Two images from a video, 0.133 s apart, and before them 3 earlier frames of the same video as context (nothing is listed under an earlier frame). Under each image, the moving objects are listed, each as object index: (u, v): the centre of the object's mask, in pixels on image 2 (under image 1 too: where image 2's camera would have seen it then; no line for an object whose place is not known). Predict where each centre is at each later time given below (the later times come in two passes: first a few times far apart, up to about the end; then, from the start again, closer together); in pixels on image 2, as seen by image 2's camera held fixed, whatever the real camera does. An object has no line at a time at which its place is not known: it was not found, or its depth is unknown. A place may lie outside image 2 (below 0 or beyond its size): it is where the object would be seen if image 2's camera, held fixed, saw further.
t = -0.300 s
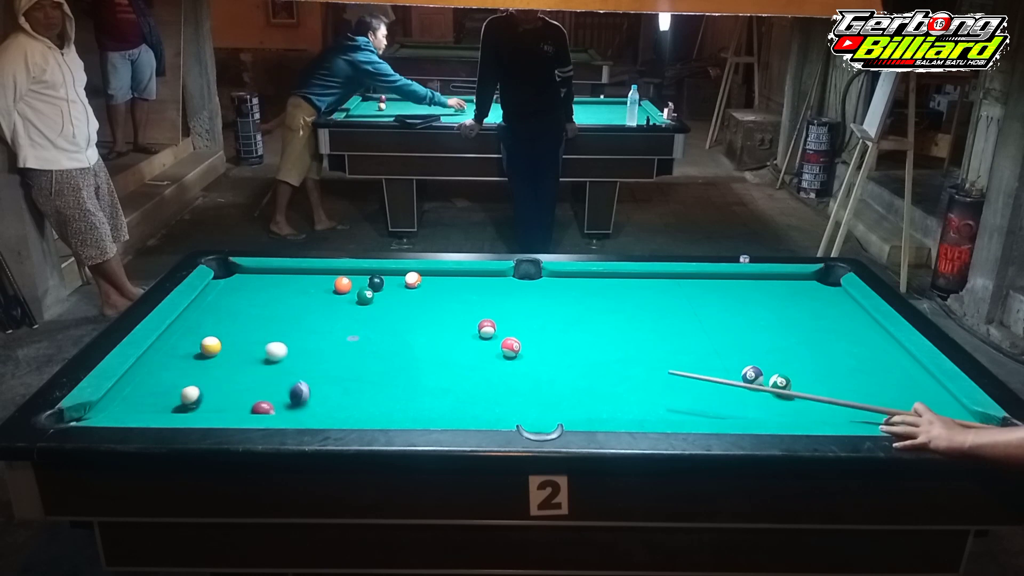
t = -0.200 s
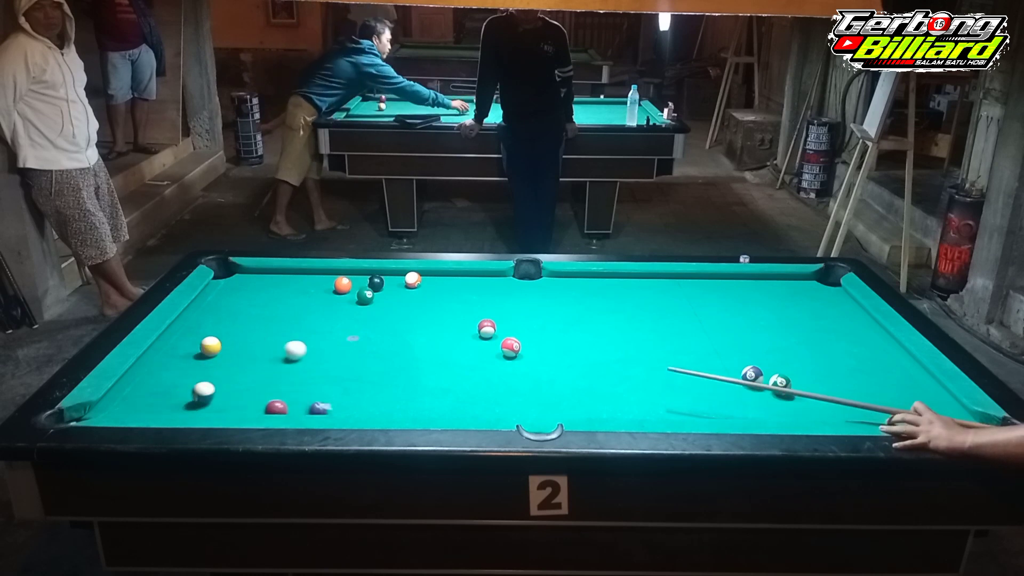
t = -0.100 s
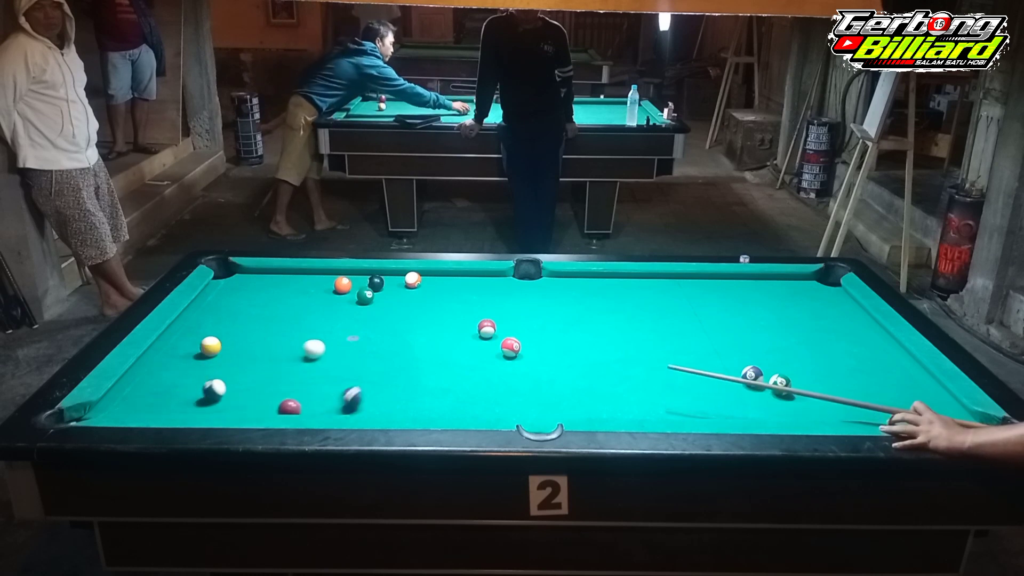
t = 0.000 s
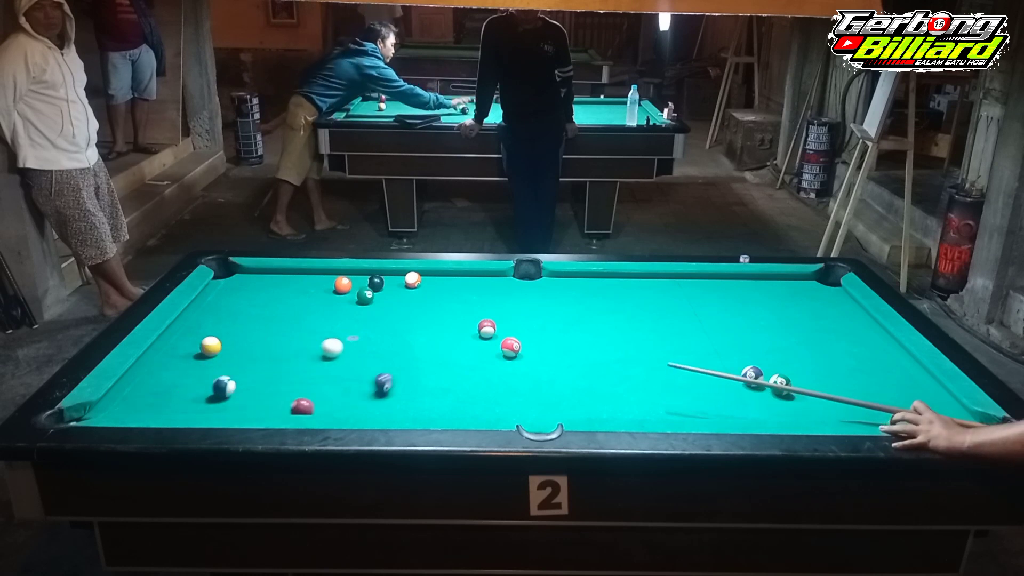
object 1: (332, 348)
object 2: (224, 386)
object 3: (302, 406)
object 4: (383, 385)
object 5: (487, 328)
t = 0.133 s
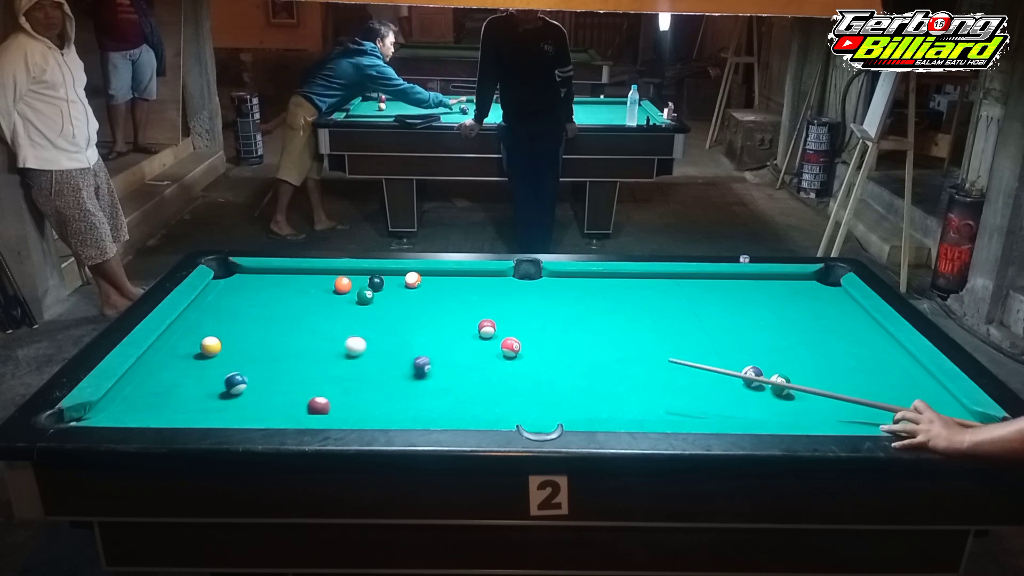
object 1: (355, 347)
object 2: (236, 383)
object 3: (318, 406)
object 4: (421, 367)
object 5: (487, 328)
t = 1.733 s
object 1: (553, 331)
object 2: (309, 361)
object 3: (436, 392)
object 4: (679, 315)
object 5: (533, 273)
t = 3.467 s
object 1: (632, 325)
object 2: (309, 361)
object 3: (445, 390)
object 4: (792, 294)
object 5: (556, 285)
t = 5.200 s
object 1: (634, 325)
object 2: (309, 361)
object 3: (445, 390)
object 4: (809, 289)
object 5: (556, 285)
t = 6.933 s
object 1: (634, 325)
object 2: (309, 361)
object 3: (445, 390)
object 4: (809, 290)
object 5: (556, 285)
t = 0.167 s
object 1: (361, 346)
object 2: (238, 382)
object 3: (322, 405)
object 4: (430, 363)
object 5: (487, 328)
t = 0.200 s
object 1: (366, 346)
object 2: (241, 381)
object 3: (326, 405)
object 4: (438, 358)
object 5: (487, 328)
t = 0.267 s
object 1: (377, 345)
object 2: (246, 380)
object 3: (334, 405)
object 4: (455, 351)
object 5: (487, 328)
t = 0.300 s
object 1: (383, 344)
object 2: (249, 379)
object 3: (337, 405)
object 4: (463, 347)
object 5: (487, 328)
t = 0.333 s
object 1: (388, 344)
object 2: (251, 378)
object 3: (341, 404)
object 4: (470, 343)
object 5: (487, 328)
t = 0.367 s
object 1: (393, 344)
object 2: (254, 377)
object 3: (344, 404)
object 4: (479, 340)
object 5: (488, 327)
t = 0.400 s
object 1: (398, 343)
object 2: (256, 376)
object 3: (348, 404)
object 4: (486, 336)
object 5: (487, 324)
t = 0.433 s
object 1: (403, 343)
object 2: (258, 376)
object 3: (351, 403)
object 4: (490, 336)
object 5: (488, 322)
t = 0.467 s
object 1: (408, 343)
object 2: (261, 375)
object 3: (355, 403)
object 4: (497, 336)
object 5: (489, 322)
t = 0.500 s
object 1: (413, 342)
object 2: (263, 374)
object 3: (358, 403)
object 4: (502, 334)
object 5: (490, 320)
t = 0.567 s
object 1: (423, 342)
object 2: (268, 372)
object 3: (365, 403)
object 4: (514, 331)
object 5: (492, 316)
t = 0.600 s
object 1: (428, 341)
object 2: (270, 372)
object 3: (368, 402)
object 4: (520, 332)
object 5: (493, 314)
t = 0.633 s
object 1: (432, 341)
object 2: (272, 372)
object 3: (371, 402)
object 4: (526, 333)
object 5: (493, 312)
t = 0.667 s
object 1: (437, 340)
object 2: (274, 371)
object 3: (374, 402)
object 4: (532, 332)
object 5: (494, 310)
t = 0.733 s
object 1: (445, 340)
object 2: (277, 370)
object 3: (379, 401)
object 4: (543, 331)
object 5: (496, 306)
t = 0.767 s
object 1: (450, 339)
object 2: (279, 369)
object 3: (382, 401)
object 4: (548, 331)
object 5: (497, 304)
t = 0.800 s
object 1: (454, 339)
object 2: (281, 369)
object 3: (385, 401)
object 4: (553, 330)
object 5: (498, 302)
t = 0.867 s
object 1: (463, 338)
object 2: (284, 368)
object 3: (390, 400)
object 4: (564, 328)
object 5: (500, 299)
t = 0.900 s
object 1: (467, 338)
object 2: (285, 367)
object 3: (393, 400)
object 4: (569, 328)
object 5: (501, 297)
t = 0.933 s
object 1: (471, 338)
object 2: (287, 367)
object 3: (395, 399)
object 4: (575, 327)
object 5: (501, 295)
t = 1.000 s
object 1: (479, 337)
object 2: (289, 367)
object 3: (400, 398)
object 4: (585, 326)
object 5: (503, 292)
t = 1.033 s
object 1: (482, 337)
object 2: (291, 366)
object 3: (402, 398)
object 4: (590, 326)
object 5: (504, 290)
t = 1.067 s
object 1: (486, 337)
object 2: (292, 366)
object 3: (405, 397)
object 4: (594, 325)
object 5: (505, 288)
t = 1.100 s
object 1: (490, 336)
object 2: (293, 366)
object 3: (407, 397)
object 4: (599, 325)
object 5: (505, 287)
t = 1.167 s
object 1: (497, 335)
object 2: (296, 365)
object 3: (411, 397)
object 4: (608, 324)
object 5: (507, 284)
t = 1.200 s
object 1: (500, 334)
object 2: (297, 365)
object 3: (413, 396)
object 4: (613, 323)
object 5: (508, 283)
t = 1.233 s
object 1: (504, 333)
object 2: (298, 364)
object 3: (415, 396)
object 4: (618, 322)
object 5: (509, 281)
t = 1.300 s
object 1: (512, 332)
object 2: (300, 364)
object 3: (418, 395)
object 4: (627, 321)
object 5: (510, 278)
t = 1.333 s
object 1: (515, 332)
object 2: (301, 364)
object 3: (420, 395)
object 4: (631, 321)
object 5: (511, 277)
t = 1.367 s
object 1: (519, 333)
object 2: (302, 363)
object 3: (421, 395)
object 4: (635, 320)
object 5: (511, 275)
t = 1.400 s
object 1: (523, 333)
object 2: (303, 363)
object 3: (423, 394)
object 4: (640, 320)
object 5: (512, 274)
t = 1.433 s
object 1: (525, 334)
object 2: (304, 363)
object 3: (425, 394)
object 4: (644, 320)
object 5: (513, 273)
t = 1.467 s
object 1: (528, 334)
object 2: (304, 363)
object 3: (426, 394)
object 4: (648, 319)
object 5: (516, 273)
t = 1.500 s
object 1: (531, 333)
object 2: (305, 362)
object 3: (428, 394)
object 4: (652, 318)
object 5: (518, 273)
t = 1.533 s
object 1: (535, 333)
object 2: (306, 362)
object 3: (429, 393)
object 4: (656, 318)
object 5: (520, 273)
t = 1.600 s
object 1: (541, 333)
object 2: (307, 362)
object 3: (432, 393)
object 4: (664, 317)
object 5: (525, 274)
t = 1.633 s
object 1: (544, 332)
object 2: (307, 362)
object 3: (433, 392)
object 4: (668, 316)
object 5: (527, 274)
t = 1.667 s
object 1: (547, 332)
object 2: (308, 362)
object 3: (434, 392)
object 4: (672, 316)
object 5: (529, 274)
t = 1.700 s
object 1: (550, 332)
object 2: (308, 362)
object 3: (435, 392)
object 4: (675, 315)
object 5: (531, 274)
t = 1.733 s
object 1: (553, 331)
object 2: (309, 361)
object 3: (436, 392)
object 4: (679, 315)
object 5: (533, 273)
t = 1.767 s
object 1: (556, 331)
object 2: (309, 361)
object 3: (437, 391)
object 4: (682, 314)
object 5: (535, 273)
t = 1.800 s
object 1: (558, 331)
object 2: (309, 361)
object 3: (438, 391)
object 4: (686, 313)
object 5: (538, 274)
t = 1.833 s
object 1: (561, 331)
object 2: (309, 361)
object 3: (439, 391)
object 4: (690, 313)
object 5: (540, 274)
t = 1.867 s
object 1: (563, 331)
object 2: (309, 361)
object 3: (439, 391)
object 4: (693, 313)
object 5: (542, 273)
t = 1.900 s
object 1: (566, 330)
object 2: (309, 361)
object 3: (440, 391)
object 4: (696, 312)
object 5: (544, 273)
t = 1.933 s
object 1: (568, 330)
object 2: (309, 361)
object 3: (441, 390)
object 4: (700, 312)
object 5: (544, 274)
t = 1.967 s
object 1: (571, 330)
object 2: (309, 361)
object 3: (441, 390)
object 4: (703, 311)
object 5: (545, 274)
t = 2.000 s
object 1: (573, 330)
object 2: (310, 361)
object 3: (442, 390)
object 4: (706, 311)
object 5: (545, 275)
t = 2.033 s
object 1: (576, 329)
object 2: (309, 361)
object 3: (442, 390)
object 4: (709, 310)
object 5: (546, 275)
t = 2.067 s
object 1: (578, 330)
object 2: (309, 361)
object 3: (443, 390)
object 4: (712, 310)
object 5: (547, 276)
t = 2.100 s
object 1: (580, 329)
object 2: (309, 361)
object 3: (443, 390)
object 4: (715, 309)
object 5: (547, 276)
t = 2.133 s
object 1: (582, 329)
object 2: (309, 361)
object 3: (444, 390)
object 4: (719, 309)
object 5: (548, 277)
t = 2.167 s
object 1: (584, 329)
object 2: (309, 361)
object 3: (444, 390)
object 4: (721, 308)
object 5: (548, 277)
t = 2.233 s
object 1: (589, 329)
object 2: (309, 361)
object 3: (444, 390)
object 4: (726, 307)
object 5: (549, 278)
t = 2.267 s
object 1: (590, 328)
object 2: (309, 362)
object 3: (444, 390)
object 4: (729, 307)
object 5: (550, 279)
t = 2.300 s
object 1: (593, 328)
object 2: (309, 361)
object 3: (445, 390)
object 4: (731, 306)
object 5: (550, 279)
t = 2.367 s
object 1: (596, 328)
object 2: (309, 361)
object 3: (445, 390)
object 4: (737, 305)
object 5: (551, 280)
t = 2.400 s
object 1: (598, 328)
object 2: (309, 361)
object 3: (445, 390)
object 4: (739, 305)
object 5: (551, 280)
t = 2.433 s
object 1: (600, 328)
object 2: (309, 361)
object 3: (445, 390)
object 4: (742, 305)
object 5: (551, 280)
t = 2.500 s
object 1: (603, 327)
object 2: (309, 362)
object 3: (445, 390)
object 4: (746, 304)
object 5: (552, 281)
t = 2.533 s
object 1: (605, 327)
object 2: (309, 361)
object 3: (445, 390)
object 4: (748, 303)
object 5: (553, 281)
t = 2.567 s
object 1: (606, 327)
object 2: (309, 362)
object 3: (445, 390)
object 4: (751, 303)
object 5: (553, 282)
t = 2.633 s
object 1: (609, 327)
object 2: (309, 361)
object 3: (445, 390)
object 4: (755, 302)
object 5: (554, 283)
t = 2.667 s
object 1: (611, 327)
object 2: (309, 362)
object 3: (445, 390)
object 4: (757, 302)
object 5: (554, 283)
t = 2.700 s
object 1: (612, 327)
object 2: (309, 361)
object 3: (445, 390)
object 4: (759, 301)
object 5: (554, 283)
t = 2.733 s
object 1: (613, 327)
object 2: (309, 362)
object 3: (445, 390)
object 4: (761, 301)
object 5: (554, 283)
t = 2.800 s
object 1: (616, 327)
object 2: (309, 361)
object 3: (445, 390)
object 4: (765, 301)
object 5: (555, 284)
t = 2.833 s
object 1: (617, 327)
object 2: (309, 361)
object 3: (445, 390)
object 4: (766, 300)
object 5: (555, 284)
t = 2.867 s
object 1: (618, 326)
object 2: (309, 362)
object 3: (445, 390)
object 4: (768, 300)
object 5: (555, 284)
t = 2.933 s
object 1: (621, 326)
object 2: (309, 361)
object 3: (445, 390)
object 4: (772, 299)
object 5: (556, 284)
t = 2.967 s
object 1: (622, 326)
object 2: (309, 361)
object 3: (445, 390)
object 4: (773, 299)
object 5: (556, 285)
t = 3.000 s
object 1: (623, 326)
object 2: (309, 361)
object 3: (445, 390)
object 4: (775, 298)
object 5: (556, 285)
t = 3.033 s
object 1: (624, 326)
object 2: (309, 361)
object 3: (445, 390)
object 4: (776, 298)
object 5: (556, 285)
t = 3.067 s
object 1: (624, 325)
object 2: (309, 361)
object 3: (445, 390)
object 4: (778, 298)
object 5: (556, 285)
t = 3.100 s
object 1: (625, 326)
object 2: (309, 361)
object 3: (445, 390)
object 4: (780, 297)
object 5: (556, 285)
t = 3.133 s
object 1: (626, 326)
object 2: (309, 361)
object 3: (445, 390)
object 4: (781, 297)
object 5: (556, 285)
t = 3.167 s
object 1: (627, 325)
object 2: (309, 361)
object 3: (445, 390)
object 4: (782, 297)
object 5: (556, 285)
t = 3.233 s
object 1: (628, 326)
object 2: (309, 361)
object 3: (445, 390)
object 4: (785, 296)
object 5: (556, 285)
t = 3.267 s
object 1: (629, 326)
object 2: (309, 361)
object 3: (445, 390)
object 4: (786, 296)
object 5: (556, 285)
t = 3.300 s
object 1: (630, 325)
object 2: (309, 361)
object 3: (445, 390)
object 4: (787, 296)
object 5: (556, 285)
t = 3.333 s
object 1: (630, 326)
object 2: (309, 361)
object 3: (445, 390)
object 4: (788, 295)
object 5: (556, 285)
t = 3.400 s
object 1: (631, 326)
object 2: (309, 361)
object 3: (445, 390)
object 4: (790, 294)
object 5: (556, 285)
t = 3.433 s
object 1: (631, 326)
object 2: (309, 361)
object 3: (445, 390)
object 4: (791, 294)
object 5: (556, 285)
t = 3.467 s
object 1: (632, 325)
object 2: (309, 361)
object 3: (445, 390)
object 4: (792, 294)
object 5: (556, 285)
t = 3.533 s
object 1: (632, 326)
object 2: (309, 361)
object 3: (445, 390)
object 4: (794, 293)
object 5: (556, 285)
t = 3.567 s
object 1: (633, 326)
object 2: (309, 361)
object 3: (445, 390)
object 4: (795, 293)
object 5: (556, 285)
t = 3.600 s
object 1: (633, 326)
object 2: (309, 361)
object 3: (445, 390)
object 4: (796, 293)
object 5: (556, 285)
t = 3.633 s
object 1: (633, 326)
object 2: (309, 361)
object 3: (445, 390)
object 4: (797, 293)
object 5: (556, 285)
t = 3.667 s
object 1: (633, 326)
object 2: (309, 361)
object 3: (445, 390)
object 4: (798, 293)
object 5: (556, 285)
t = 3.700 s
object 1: (633, 325)
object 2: (309, 361)
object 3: (445, 390)
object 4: (798, 292)
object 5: (556, 285)
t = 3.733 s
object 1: (633, 325)
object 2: (309, 361)
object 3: (445, 390)
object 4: (799, 292)
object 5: (556, 286)
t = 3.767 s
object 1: (633, 325)
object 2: (309, 361)
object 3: (445, 390)
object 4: (800, 292)
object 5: (556, 285)
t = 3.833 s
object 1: (633, 326)
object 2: (309, 361)
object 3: (445, 390)
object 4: (801, 291)
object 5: (556, 285)
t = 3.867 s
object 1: (633, 325)
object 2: (309, 361)
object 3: (445, 390)
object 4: (802, 291)
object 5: (556, 285)
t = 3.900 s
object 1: (633, 326)
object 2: (309, 361)
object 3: (445, 390)
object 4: (802, 291)
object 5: (556, 285)
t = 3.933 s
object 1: (633, 325)
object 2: (309, 361)
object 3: (445, 390)
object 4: (803, 291)
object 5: (556, 285)
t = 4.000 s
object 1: (633, 325)
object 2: (309, 361)
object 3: (445, 390)
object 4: (804, 291)
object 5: (556, 285)
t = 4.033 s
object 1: (633, 325)
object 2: (309, 361)
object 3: (445, 390)
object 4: (804, 291)
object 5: (556, 285)
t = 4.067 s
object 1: (633, 325)
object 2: (309, 361)
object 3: (445, 390)
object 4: (805, 291)
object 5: (556, 285)
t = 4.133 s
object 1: (633, 325)
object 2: (309, 361)
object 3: (445, 390)
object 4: (806, 290)
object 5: (556, 285)
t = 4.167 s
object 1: (633, 325)
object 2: (309, 361)
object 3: (445, 390)
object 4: (806, 290)
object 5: (556, 285)
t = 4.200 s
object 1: (633, 325)
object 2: (309, 361)
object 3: (445, 390)
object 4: (806, 290)
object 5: (556, 285)
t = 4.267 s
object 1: (633, 325)
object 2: (309, 361)
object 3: (445, 390)
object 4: (807, 290)
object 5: (556, 285)
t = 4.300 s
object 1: (633, 325)
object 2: (309, 361)
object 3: (445, 390)
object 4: (807, 290)
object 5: (556, 285)
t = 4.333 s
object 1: (633, 325)
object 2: (309, 361)
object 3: (445, 390)
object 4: (807, 290)
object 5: (556, 285)
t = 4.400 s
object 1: (633, 325)
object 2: (309, 361)
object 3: (445, 390)
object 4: (808, 290)
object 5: (556, 286)
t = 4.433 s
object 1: (633, 325)
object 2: (309, 361)
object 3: (445, 390)
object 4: (808, 290)
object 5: (556, 285)
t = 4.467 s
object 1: (633, 325)
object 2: (309, 361)
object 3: (445, 390)
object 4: (808, 290)
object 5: (556, 285)
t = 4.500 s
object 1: (633, 326)
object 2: (309, 361)
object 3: (445, 390)
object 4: (809, 290)
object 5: (556, 285)
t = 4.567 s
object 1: (633, 325)
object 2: (309, 361)
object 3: (445, 390)
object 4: (809, 289)
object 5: (556, 285)
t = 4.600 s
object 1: (633, 325)
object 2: (309, 361)
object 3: (445, 390)
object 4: (809, 289)
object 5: (556, 285)
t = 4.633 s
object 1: (634, 325)
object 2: (309, 361)
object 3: (445, 390)
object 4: (809, 289)
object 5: (556, 285)
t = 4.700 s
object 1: (634, 325)
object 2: (309, 361)
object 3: (445, 390)
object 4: (809, 289)
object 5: (556, 285)
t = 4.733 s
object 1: (633, 325)
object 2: (309, 361)
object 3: (445, 390)
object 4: (809, 289)
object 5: (556, 285)
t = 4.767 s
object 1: (633, 325)
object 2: (309, 361)
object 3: (445, 390)
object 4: (809, 289)
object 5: (556, 285)
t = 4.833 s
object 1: (634, 325)
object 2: (309, 361)
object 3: (445, 390)
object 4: (809, 289)
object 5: (556, 285)
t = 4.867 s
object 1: (634, 325)
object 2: (309, 361)
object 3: (445, 390)
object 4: (809, 289)
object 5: (556, 285)
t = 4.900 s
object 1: (634, 325)
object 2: (309, 361)
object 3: (445, 390)
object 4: (809, 289)
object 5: (556, 285)
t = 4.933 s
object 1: (634, 325)
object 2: (309, 361)
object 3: (445, 390)
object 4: (809, 289)
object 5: (556, 285)
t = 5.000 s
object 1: (633, 325)
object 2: (309, 361)
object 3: (445, 390)
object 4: (809, 289)
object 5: (556, 285)
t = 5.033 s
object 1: (633, 325)
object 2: (309, 361)
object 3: (445, 390)
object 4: (809, 289)
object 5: (556, 285)
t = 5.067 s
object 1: (633, 325)
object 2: (309, 361)
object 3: (445, 390)
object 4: (809, 289)
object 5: (556, 285)
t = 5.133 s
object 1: (633, 325)
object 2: (309, 361)
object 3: (445, 390)
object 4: (809, 289)
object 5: (556, 285)
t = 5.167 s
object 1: (634, 325)
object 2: (309, 361)
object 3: (445, 390)
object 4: (809, 289)
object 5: (556, 285)
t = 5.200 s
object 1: (634, 325)
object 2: (309, 361)
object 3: (445, 390)
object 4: (809, 289)
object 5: (556, 285)
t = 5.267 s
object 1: (633, 325)
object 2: (309, 361)
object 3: (445, 390)
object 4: (809, 289)
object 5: (556, 285)
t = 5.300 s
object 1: (633, 325)
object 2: (309, 361)
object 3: (445, 390)
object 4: (809, 289)
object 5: (556, 285)
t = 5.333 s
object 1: (634, 325)
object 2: (309, 361)
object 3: (445, 390)
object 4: (809, 289)
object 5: (556, 285)
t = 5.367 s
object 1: (634, 325)
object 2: (309, 361)
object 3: (445, 390)
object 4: (809, 289)
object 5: (556, 285)
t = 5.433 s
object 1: (634, 325)
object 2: (309, 361)
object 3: (445, 390)
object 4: (809, 289)
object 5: (556, 285)
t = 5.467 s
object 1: (633, 325)
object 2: (309, 361)
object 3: (445, 390)
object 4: (809, 289)
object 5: (556, 285)
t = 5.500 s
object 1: (634, 325)
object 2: (309, 361)
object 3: (445, 390)
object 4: (809, 289)
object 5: (556, 285)
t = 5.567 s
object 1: (634, 325)
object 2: (309, 361)
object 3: (445, 390)
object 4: (809, 289)
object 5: (556, 285)
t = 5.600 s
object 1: (633, 325)
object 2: (309, 361)
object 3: (445, 390)
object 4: (809, 289)
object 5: (556, 285)
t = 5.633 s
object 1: (634, 325)
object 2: (309, 361)
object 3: (445, 390)
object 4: (809, 289)
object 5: (556, 285)
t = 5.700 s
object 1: (633, 325)
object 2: (309, 361)
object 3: (445, 390)
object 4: (809, 289)
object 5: (556, 285)
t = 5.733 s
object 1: (634, 325)
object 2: (309, 361)
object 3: (445, 390)
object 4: (809, 289)
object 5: (556, 285)
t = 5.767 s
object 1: (634, 325)
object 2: (309, 361)
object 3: (445, 390)
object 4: (809, 289)
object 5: (556, 285)
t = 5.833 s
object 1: (633, 325)
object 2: (309, 361)
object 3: (445, 390)
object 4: (809, 289)
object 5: (556, 285)
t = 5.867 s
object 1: (634, 325)
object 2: (309, 361)
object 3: (445, 390)
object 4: (809, 289)
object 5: (556, 285)
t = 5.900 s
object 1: (634, 325)
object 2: (309, 361)
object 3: (445, 390)
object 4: (809, 289)
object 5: (556, 285)
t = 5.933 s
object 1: (634, 325)
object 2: (309, 361)
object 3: (445, 390)
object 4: (809, 289)
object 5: (556, 285)
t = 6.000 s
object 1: (633, 325)
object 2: (309, 361)
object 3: (445, 390)
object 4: (809, 289)
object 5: (556, 285)
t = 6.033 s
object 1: (634, 325)
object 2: (309, 361)
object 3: (445, 390)
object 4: (809, 289)
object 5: (556, 285)
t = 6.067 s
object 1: (633, 325)
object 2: (309, 361)
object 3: (445, 390)
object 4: (809, 289)
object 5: (556, 285)
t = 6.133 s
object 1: (633, 325)
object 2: (309, 361)
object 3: (445, 390)
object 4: (809, 289)
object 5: (556, 285)
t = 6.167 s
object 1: (634, 325)
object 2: (309, 361)
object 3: (445, 390)
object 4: (809, 289)
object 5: (556, 285)
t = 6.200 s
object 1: (634, 325)
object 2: (309, 361)
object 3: (445, 390)
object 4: (809, 289)
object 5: (556, 285)
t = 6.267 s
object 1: (634, 325)
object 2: (309, 361)
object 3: (445, 390)
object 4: (809, 289)
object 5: (556, 285)
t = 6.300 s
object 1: (633, 325)
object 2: (309, 361)
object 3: (445, 390)
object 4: (809, 289)
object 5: (556, 285)
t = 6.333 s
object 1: (634, 325)
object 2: (309, 361)
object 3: (445, 390)
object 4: (809, 289)
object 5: (556, 285)
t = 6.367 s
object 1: (633, 325)
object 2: (309, 361)
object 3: (445, 390)
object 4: (809, 289)
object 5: (556, 285)
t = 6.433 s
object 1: (633, 325)
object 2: (309, 361)
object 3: (445, 390)
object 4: (809, 289)
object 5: (556, 285)
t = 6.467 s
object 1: (633, 325)
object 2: (309, 361)
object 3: (445, 390)
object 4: (809, 289)
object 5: (556, 285)
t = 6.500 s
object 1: (633, 325)
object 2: (309, 361)
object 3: (445, 390)
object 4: (809, 289)
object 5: (556, 285)
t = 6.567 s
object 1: (634, 325)
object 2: (309, 361)
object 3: (445, 390)
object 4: (809, 289)
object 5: (556, 285)
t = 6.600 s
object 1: (634, 325)
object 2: (309, 361)
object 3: (445, 390)
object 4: (809, 289)
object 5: (556, 285)
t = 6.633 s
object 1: (633, 325)
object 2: (309, 361)
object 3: (445, 390)
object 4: (809, 289)
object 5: (556, 285)
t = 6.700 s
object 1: (633, 325)
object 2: (309, 361)
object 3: (445, 390)
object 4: (809, 289)
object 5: (556, 285)
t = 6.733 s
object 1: (633, 325)
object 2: (309, 361)
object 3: (445, 390)
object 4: (809, 289)
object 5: (556, 285)
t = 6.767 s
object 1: (634, 325)
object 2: (309, 361)
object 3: (445, 390)
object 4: (809, 290)
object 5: (556, 285)
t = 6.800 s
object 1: (634, 325)
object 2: (309, 361)
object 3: (445, 390)
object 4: (809, 290)
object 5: (556, 285)
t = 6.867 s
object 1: (633, 325)
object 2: (309, 361)
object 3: (445, 390)
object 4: (809, 290)
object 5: (556, 285)
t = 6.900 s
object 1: (634, 325)
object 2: (309, 361)
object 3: (445, 390)
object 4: (809, 290)
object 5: (556, 285)
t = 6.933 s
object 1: (634, 325)
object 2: (309, 361)
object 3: (445, 390)
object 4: (809, 290)
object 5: (556, 285)
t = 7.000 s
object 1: (633, 325)
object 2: (309, 361)
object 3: (445, 390)
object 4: (809, 290)
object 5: (556, 285)
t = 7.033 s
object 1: (633, 325)
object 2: (309, 361)
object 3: (445, 390)
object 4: (809, 290)
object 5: (556, 285)
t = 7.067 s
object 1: (634, 325)
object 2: (309, 361)
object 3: (445, 390)
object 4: (809, 290)
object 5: (556, 285)
